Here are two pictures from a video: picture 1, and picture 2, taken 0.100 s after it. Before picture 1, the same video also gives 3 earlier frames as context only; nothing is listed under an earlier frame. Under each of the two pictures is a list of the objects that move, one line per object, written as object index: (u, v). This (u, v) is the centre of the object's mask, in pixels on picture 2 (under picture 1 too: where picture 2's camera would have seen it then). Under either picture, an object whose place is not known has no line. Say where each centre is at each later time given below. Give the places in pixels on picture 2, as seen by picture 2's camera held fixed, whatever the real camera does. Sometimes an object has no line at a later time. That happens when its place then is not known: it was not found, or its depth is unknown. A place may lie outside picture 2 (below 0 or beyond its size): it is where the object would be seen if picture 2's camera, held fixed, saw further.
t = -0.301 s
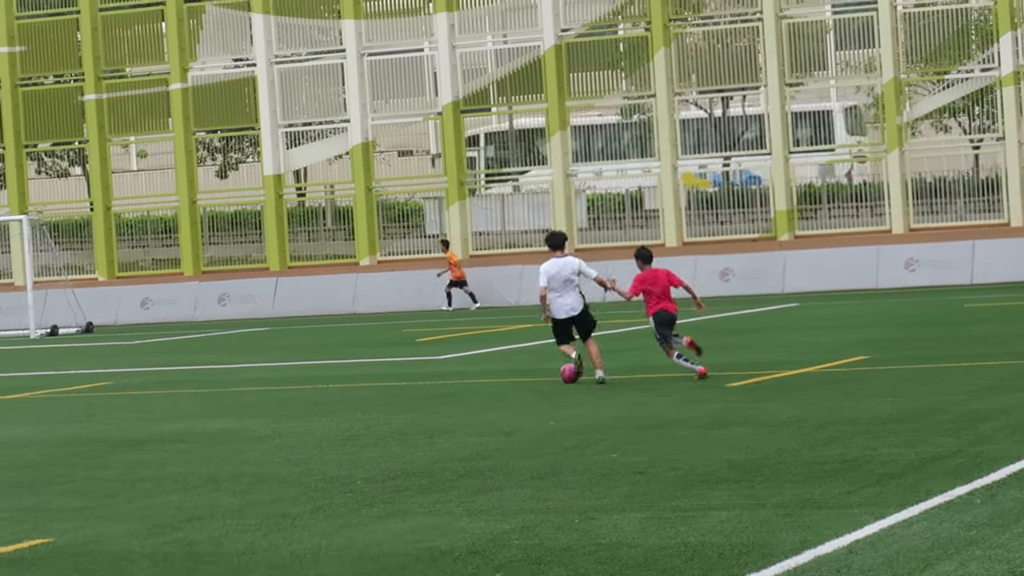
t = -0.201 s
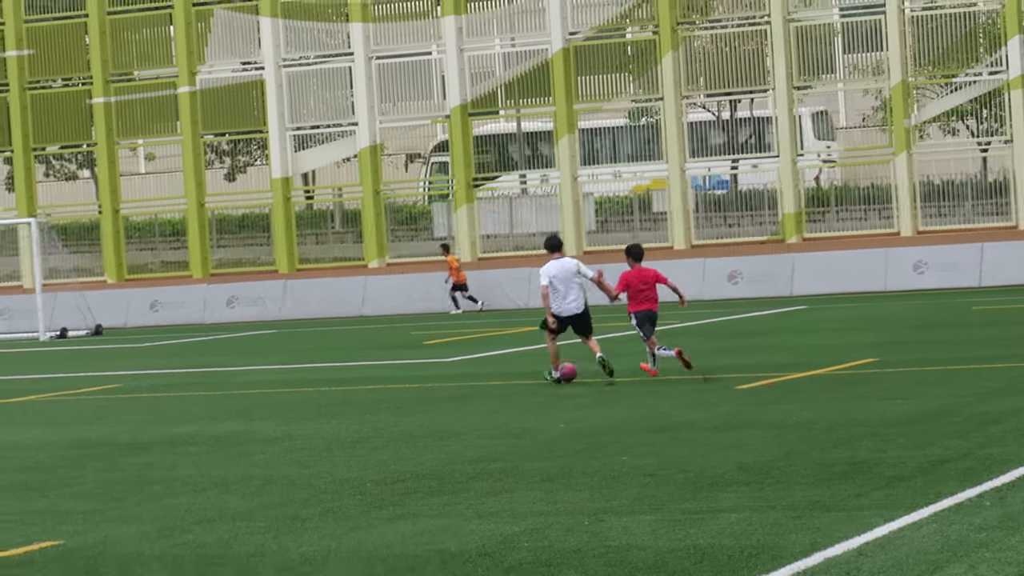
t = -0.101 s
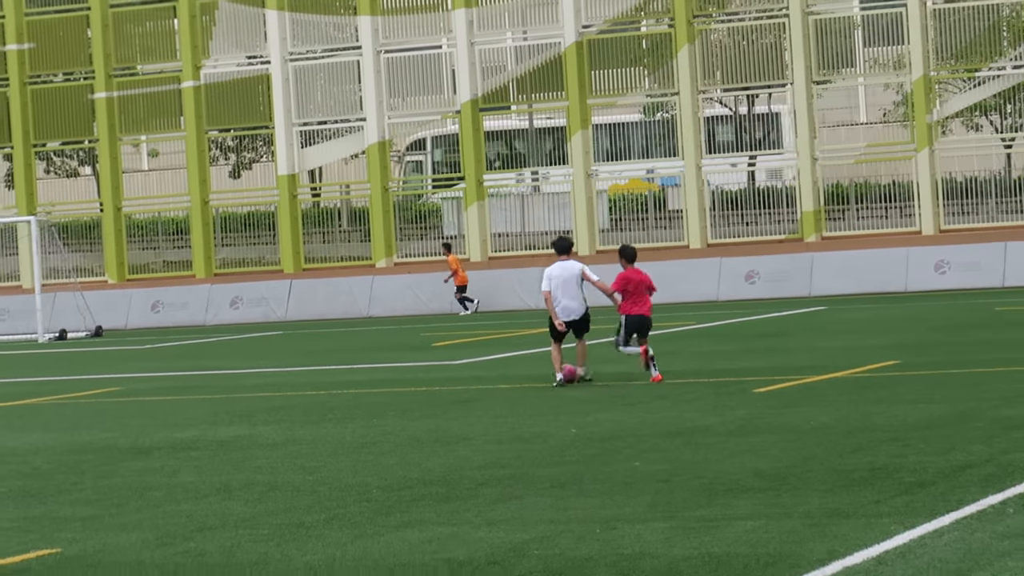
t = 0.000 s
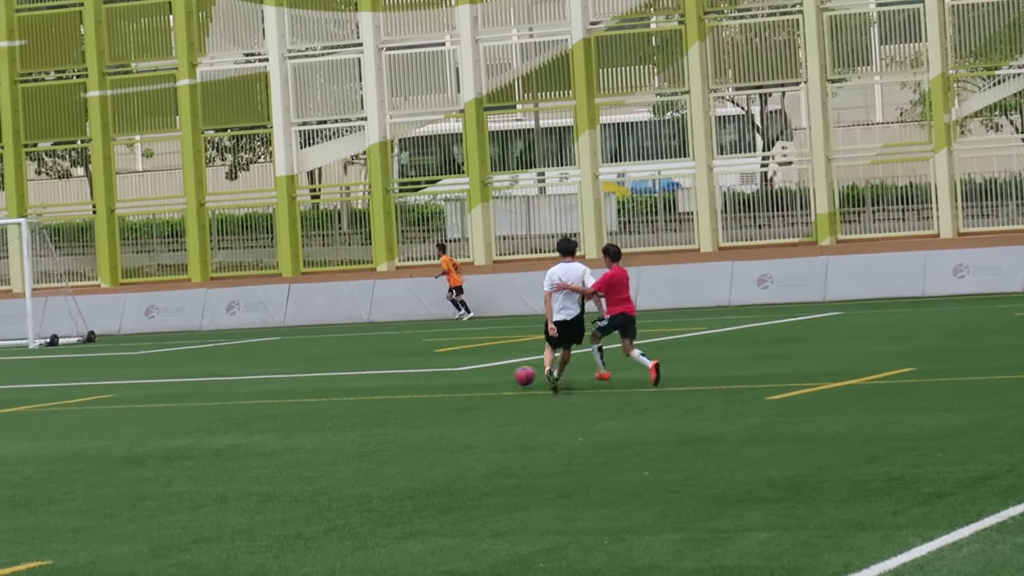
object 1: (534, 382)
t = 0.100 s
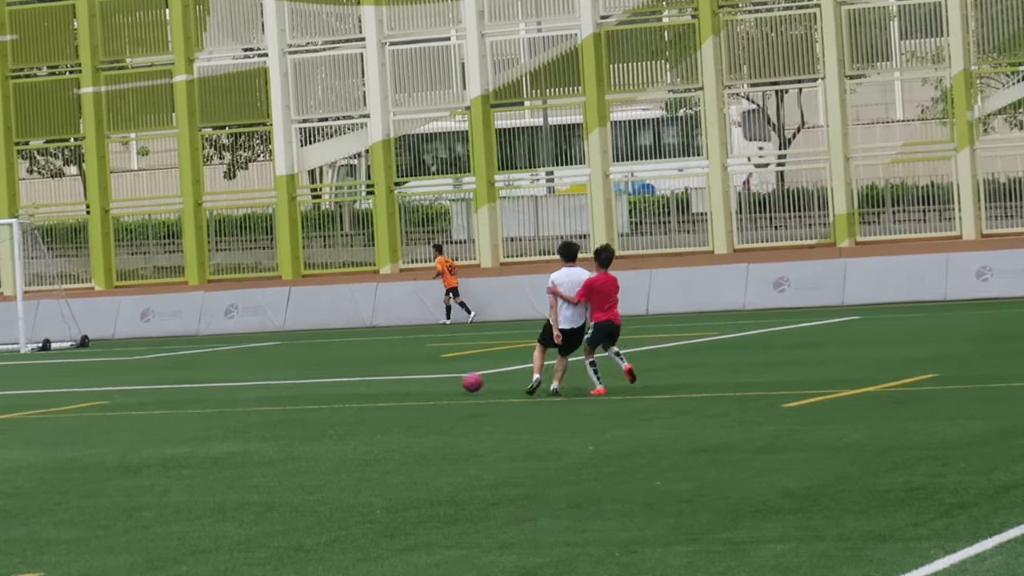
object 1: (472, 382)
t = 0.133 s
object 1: (454, 384)
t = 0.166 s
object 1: (436, 383)
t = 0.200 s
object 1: (420, 380)
